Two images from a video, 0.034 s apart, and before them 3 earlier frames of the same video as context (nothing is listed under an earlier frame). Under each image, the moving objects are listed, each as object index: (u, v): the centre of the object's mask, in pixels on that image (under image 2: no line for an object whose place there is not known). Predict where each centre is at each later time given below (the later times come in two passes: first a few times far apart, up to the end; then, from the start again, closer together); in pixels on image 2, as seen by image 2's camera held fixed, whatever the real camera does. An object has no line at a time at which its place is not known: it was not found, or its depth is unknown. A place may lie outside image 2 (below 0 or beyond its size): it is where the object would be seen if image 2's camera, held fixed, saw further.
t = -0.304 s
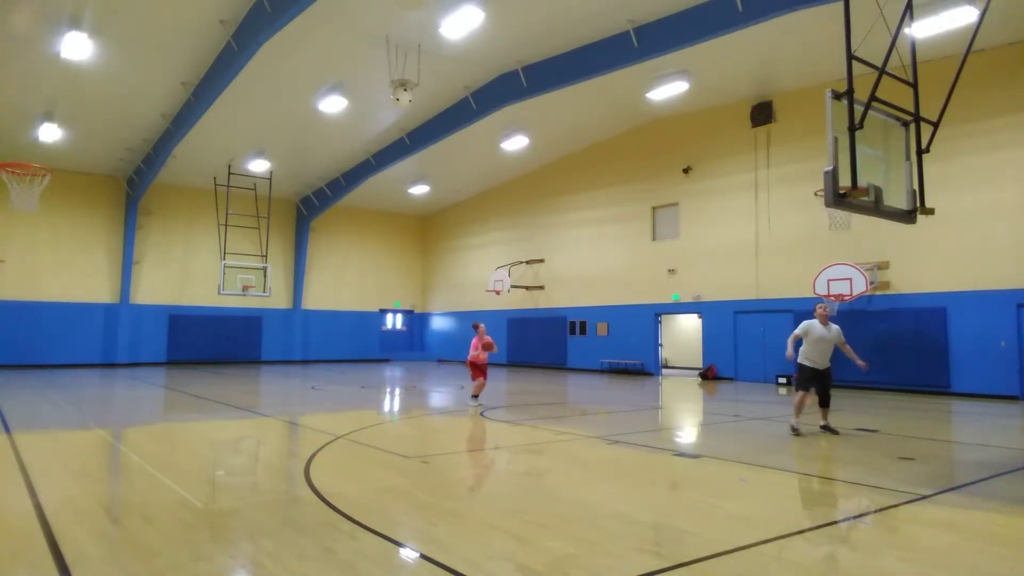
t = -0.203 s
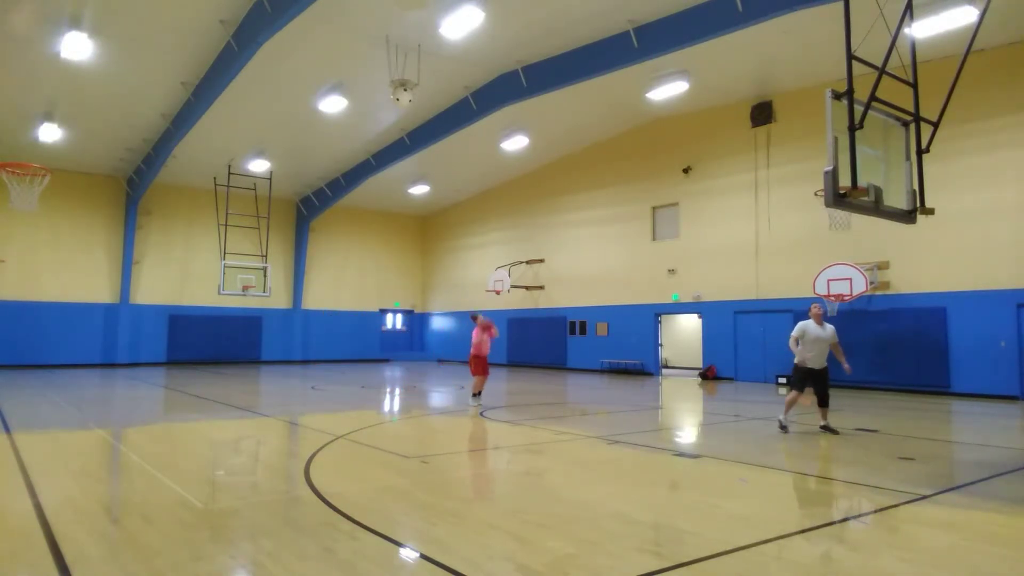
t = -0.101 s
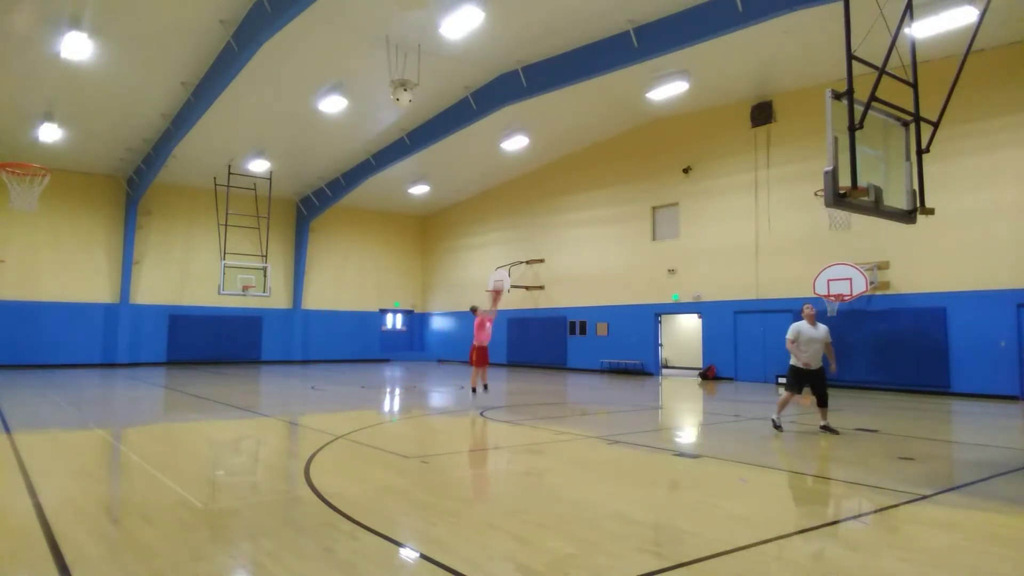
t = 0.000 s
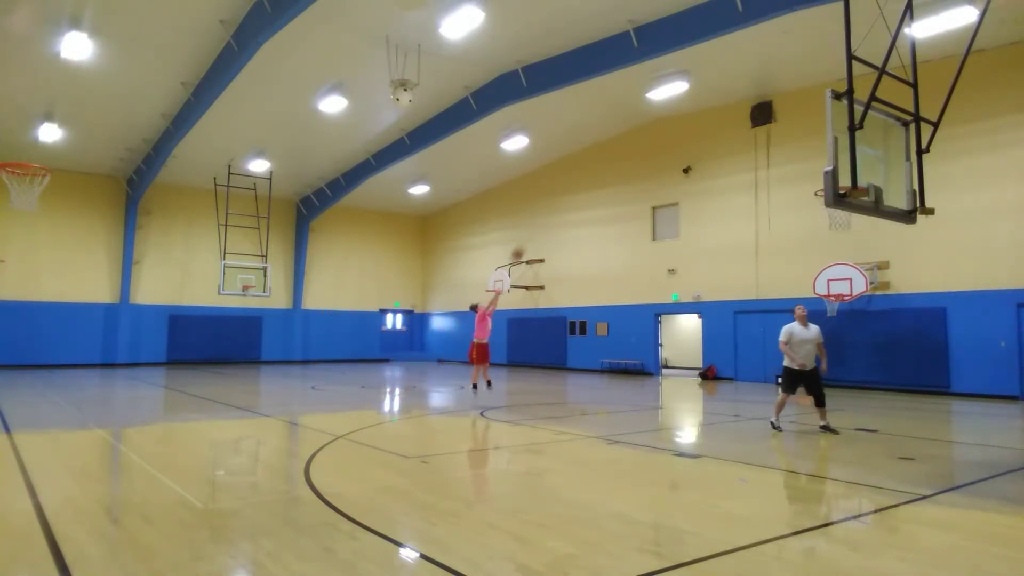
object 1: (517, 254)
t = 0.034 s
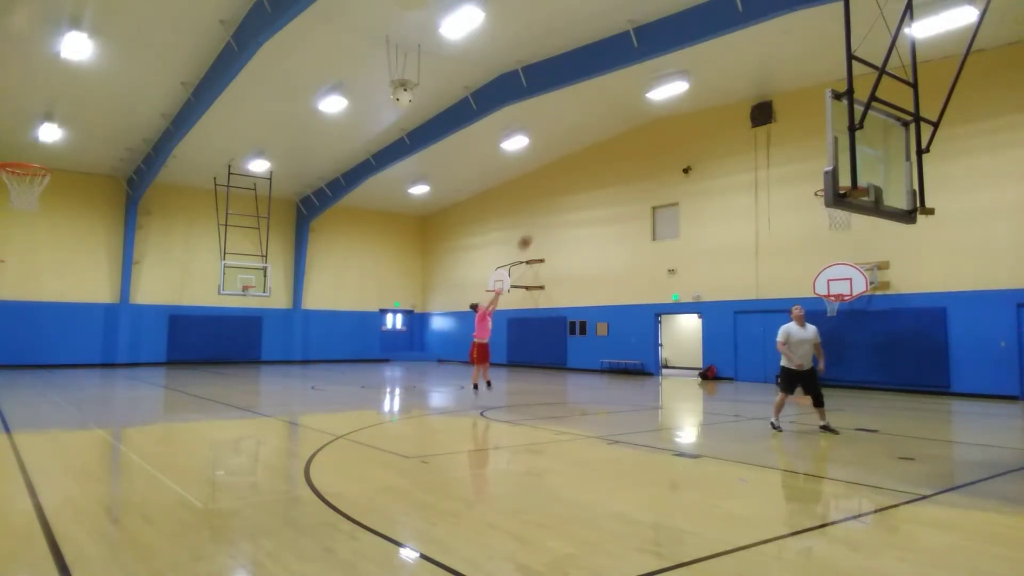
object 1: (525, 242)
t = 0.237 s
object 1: (568, 181)
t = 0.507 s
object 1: (635, 129)
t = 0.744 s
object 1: (701, 117)
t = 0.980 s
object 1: (779, 144)
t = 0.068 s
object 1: (532, 230)
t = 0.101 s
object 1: (539, 221)
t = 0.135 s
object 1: (546, 210)
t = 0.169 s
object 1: (554, 200)
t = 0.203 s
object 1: (561, 191)
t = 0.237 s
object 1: (568, 181)
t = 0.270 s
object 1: (576, 173)
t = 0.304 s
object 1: (584, 166)
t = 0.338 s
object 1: (592, 159)
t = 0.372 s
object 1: (600, 151)
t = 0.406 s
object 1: (609, 145)
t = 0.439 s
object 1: (617, 139)
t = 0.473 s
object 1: (626, 134)
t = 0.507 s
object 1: (635, 129)
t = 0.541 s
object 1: (643, 126)
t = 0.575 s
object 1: (653, 122)
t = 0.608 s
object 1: (662, 120)
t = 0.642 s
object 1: (673, 117)
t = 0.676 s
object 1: (682, 116)
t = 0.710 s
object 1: (691, 116)
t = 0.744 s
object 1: (701, 117)
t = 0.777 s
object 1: (712, 118)
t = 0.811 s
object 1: (723, 120)
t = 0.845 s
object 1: (733, 123)
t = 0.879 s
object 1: (743, 126)
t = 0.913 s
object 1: (755, 131)
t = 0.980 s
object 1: (779, 144)
